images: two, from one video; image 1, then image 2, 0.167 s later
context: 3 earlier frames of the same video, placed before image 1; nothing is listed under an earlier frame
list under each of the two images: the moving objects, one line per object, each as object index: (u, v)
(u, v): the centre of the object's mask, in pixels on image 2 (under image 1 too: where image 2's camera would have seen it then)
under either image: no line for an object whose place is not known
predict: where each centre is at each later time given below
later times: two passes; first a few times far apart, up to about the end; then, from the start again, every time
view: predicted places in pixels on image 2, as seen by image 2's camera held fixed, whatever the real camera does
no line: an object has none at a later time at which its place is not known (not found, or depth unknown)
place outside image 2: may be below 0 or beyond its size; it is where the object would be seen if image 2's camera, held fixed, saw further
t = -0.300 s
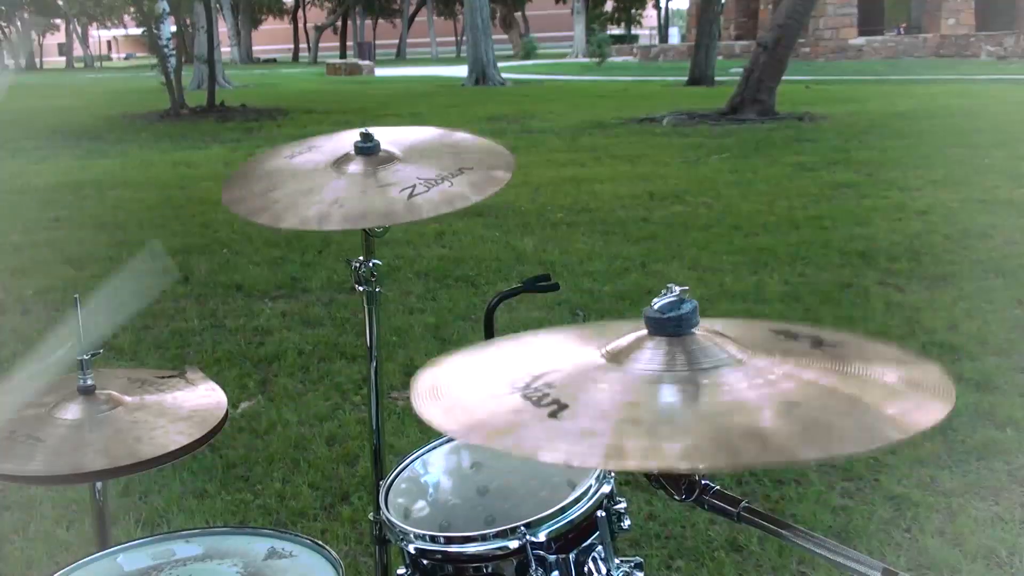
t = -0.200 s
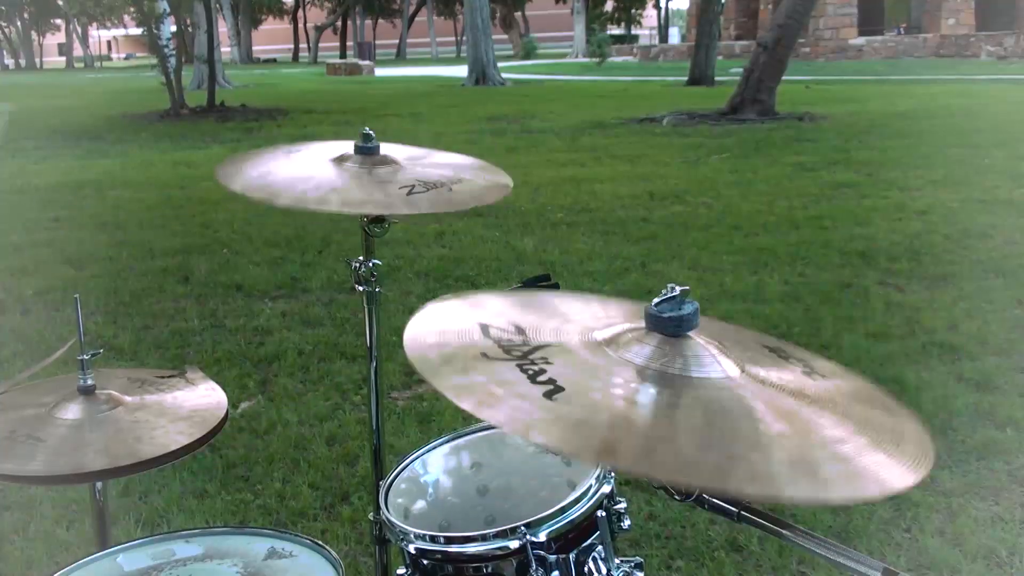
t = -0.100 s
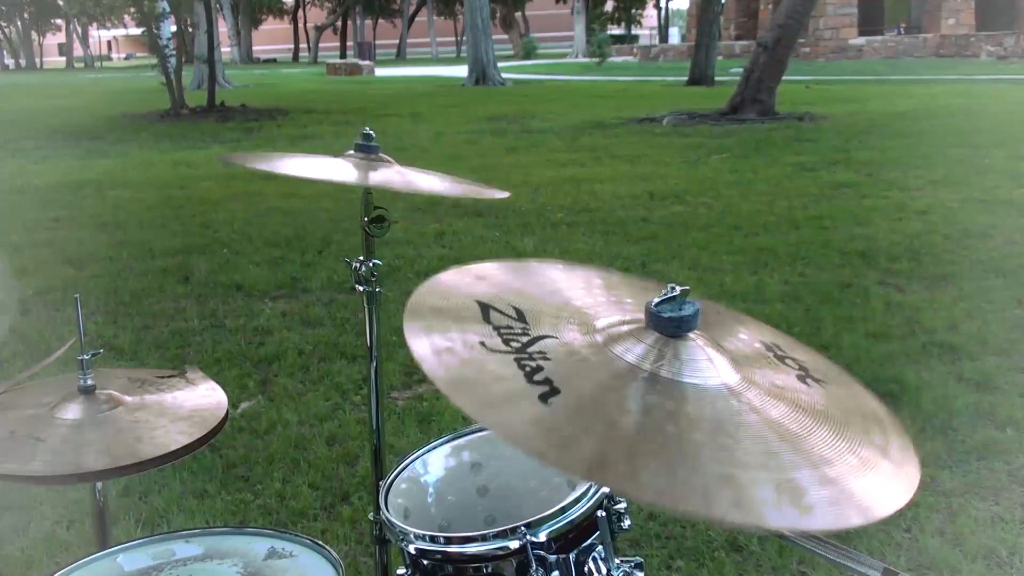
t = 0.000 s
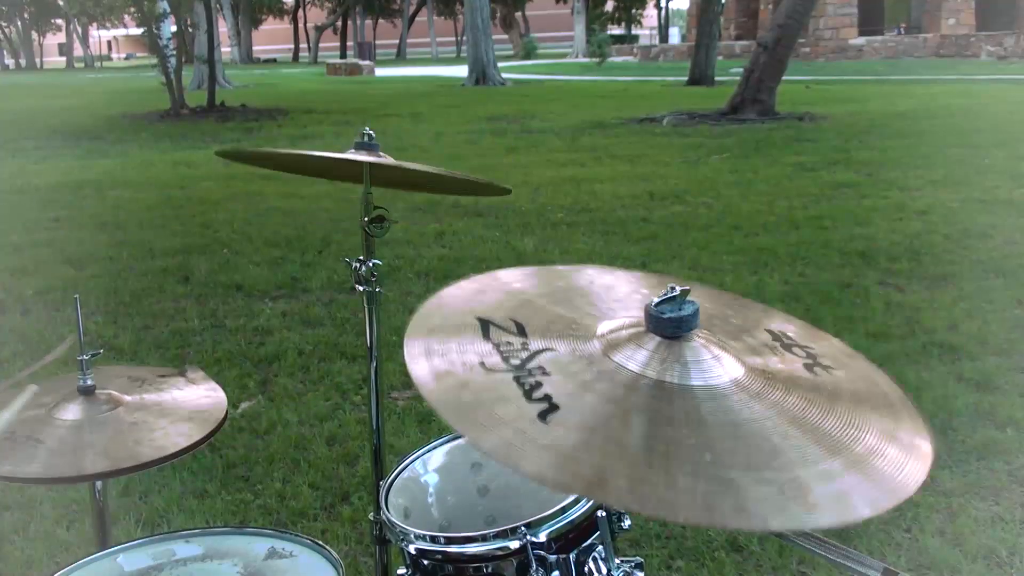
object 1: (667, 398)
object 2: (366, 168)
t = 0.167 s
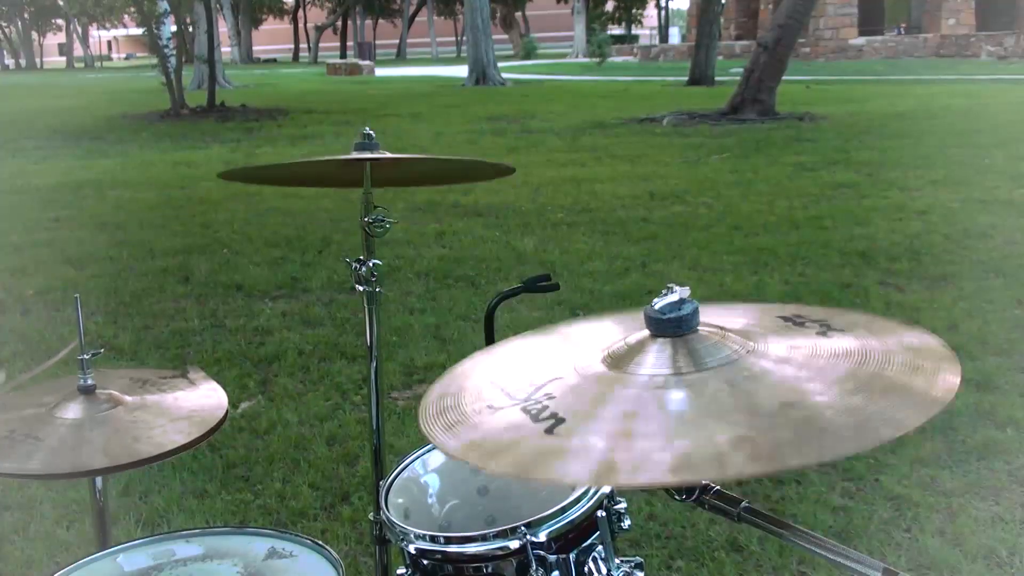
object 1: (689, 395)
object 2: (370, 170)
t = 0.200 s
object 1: (691, 392)
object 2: (366, 169)
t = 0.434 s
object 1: (687, 393)
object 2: (369, 178)
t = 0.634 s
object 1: (670, 400)
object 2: (362, 176)
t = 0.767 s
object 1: (677, 400)
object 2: (370, 169)
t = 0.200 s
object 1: (691, 392)
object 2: (366, 169)
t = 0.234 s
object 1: (693, 389)
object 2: (374, 167)
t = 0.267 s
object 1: (692, 387)
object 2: (376, 167)
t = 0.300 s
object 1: (692, 386)
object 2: (368, 172)
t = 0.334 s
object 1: (692, 386)
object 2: (370, 174)
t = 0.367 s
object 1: (691, 388)
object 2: (371, 177)
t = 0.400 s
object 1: (686, 390)
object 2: (367, 178)
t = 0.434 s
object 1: (687, 393)
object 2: (369, 178)
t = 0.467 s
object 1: (683, 398)
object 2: (367, 178)
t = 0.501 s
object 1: (677, 400)
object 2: (365, 178)
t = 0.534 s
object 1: (676, 401)
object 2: (365, 178)
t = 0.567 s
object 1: (672, 402)
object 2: (363, 178)
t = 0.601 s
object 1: (670, 402)
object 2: (364, 177)
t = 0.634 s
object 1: (670, 400)
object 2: (362, 176)
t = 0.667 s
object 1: (670, 400)
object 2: (364, 175)
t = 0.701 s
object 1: (671, 400)
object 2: (365, 173)
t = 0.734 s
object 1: (674, 401)
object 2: (365, 171)
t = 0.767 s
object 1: (677, 400)
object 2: (370, 169)
